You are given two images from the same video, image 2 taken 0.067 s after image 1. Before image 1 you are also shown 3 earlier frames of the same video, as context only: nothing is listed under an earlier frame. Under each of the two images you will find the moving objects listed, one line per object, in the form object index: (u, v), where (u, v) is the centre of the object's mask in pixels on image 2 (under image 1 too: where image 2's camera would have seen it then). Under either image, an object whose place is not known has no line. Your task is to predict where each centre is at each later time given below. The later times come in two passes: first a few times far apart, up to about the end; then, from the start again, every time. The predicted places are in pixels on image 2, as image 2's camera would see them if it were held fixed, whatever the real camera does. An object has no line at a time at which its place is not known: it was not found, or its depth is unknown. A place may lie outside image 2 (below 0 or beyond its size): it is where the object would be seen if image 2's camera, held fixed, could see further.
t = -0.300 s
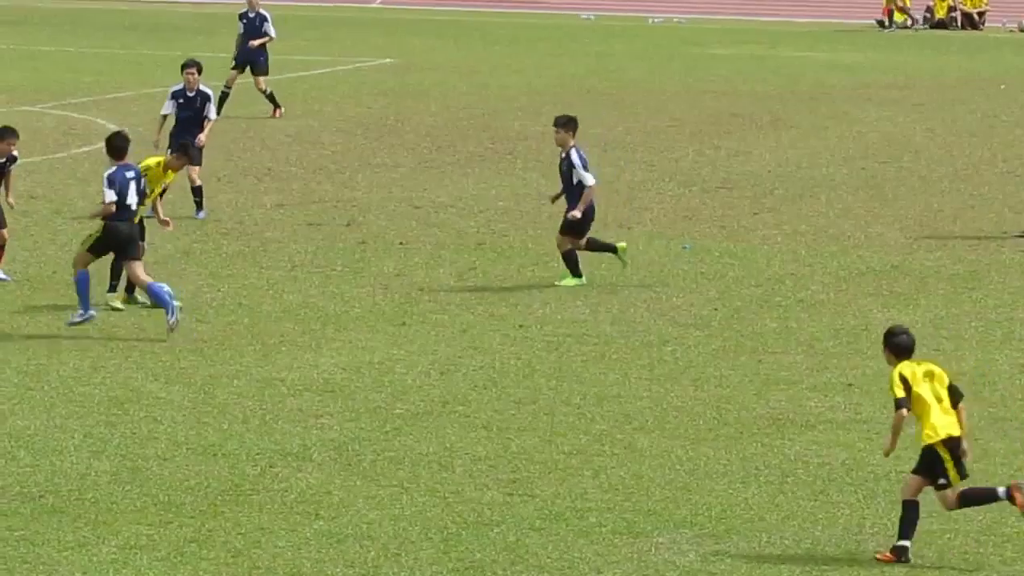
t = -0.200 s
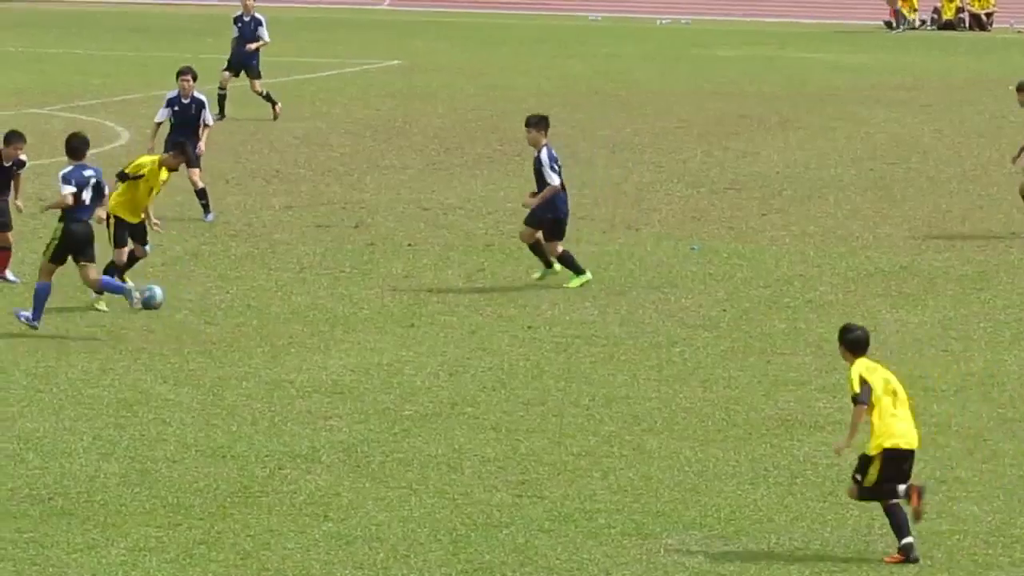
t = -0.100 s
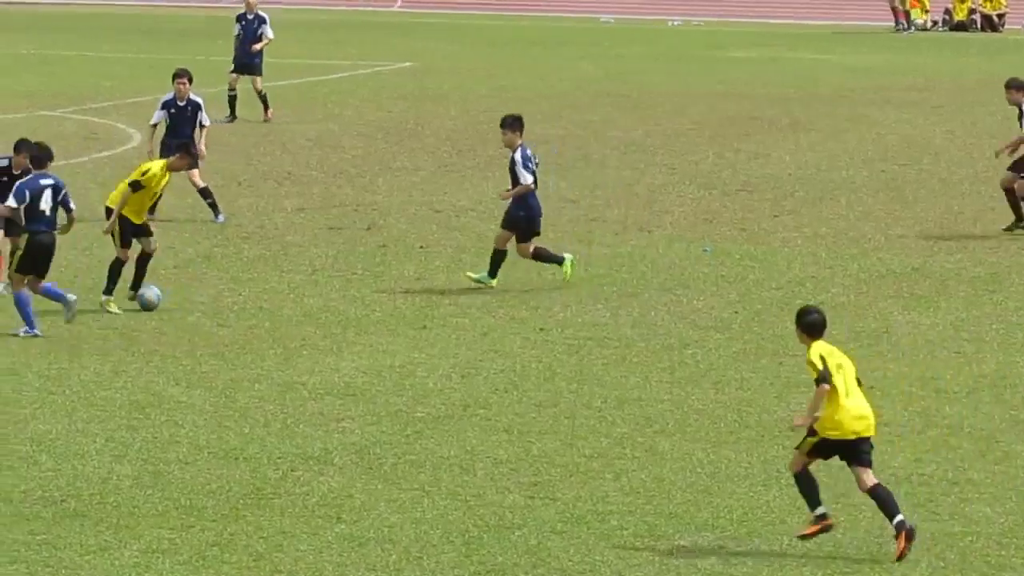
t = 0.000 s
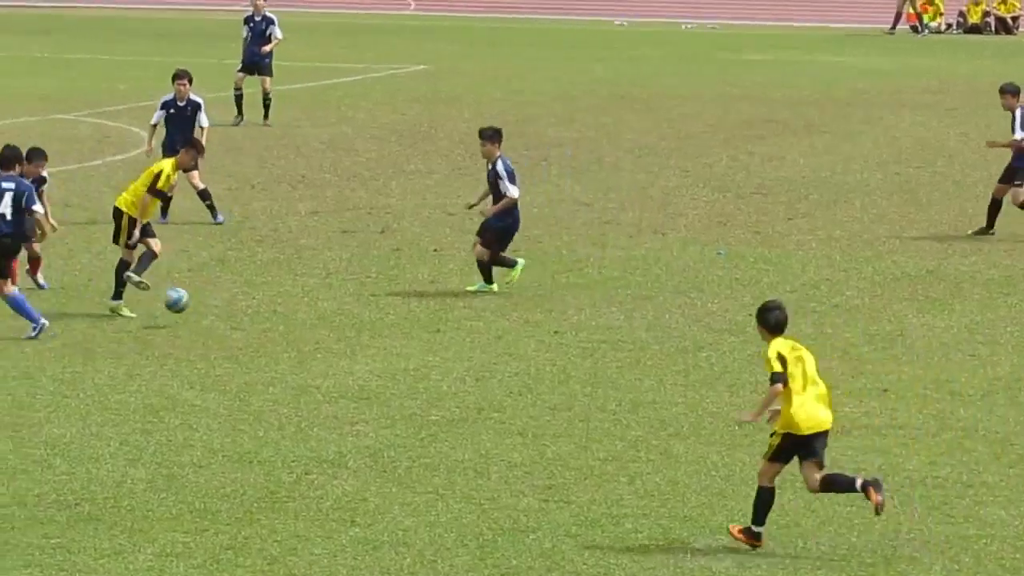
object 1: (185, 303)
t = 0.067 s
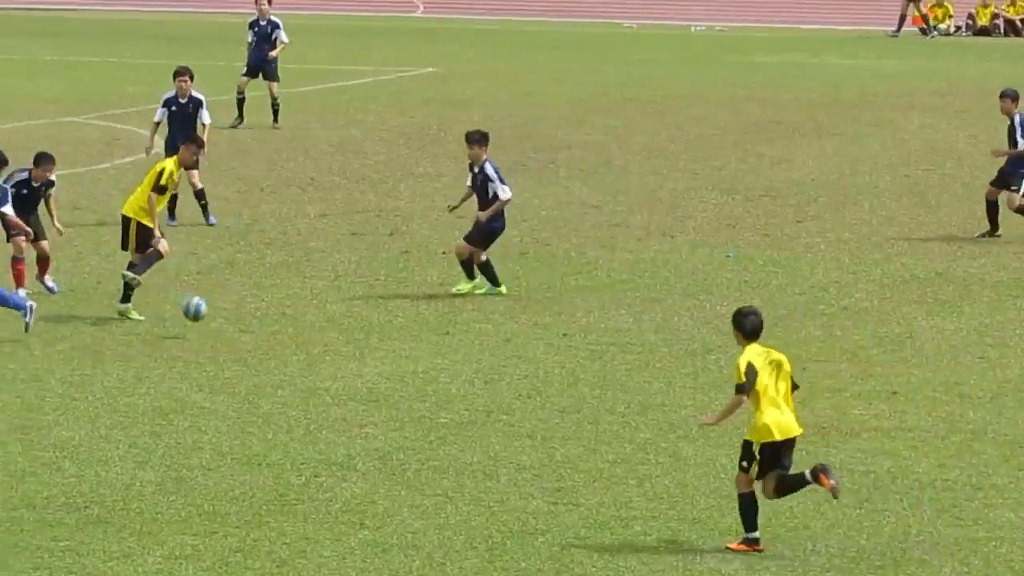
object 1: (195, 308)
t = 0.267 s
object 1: (223, 345)
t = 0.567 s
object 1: (249, 378)
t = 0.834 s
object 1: (257, 396)
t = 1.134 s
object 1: (262, 419)
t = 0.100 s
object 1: (200, 313)
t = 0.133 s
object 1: (205, 320)
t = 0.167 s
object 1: (209, 328)
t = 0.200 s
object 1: (213, 337)
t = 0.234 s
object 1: (219, 346)
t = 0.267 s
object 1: (223, 345)
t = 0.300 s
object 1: (226, 344)
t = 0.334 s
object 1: (229, 345)
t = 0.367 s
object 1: (232, 347)
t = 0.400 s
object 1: (235, 351)
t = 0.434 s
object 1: (238, 356)
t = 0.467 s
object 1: (241, 361)
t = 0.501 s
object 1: (244, 369)
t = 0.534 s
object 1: (247, 377)
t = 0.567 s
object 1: (249, 378)
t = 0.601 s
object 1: (250, 378)
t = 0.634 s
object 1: (251, 380)
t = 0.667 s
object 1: (253, 384)
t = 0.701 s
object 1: (254, 389)
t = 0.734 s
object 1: (256, 392)
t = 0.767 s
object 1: (256, 392)
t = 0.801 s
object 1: (256, 394)
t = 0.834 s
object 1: (257, 396)
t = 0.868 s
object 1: (258, 400)
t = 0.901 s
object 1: (258, 404)
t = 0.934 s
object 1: (258, 405)
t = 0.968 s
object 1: (259, 407)
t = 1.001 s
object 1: (260, 409)
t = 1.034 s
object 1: (260, 414)
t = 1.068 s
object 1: (260, 416)
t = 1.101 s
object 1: (261, 418)
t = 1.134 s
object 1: (262, 419)
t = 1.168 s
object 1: (262, 422)
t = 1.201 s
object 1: (262, 427)
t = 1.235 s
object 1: (262, 430)
